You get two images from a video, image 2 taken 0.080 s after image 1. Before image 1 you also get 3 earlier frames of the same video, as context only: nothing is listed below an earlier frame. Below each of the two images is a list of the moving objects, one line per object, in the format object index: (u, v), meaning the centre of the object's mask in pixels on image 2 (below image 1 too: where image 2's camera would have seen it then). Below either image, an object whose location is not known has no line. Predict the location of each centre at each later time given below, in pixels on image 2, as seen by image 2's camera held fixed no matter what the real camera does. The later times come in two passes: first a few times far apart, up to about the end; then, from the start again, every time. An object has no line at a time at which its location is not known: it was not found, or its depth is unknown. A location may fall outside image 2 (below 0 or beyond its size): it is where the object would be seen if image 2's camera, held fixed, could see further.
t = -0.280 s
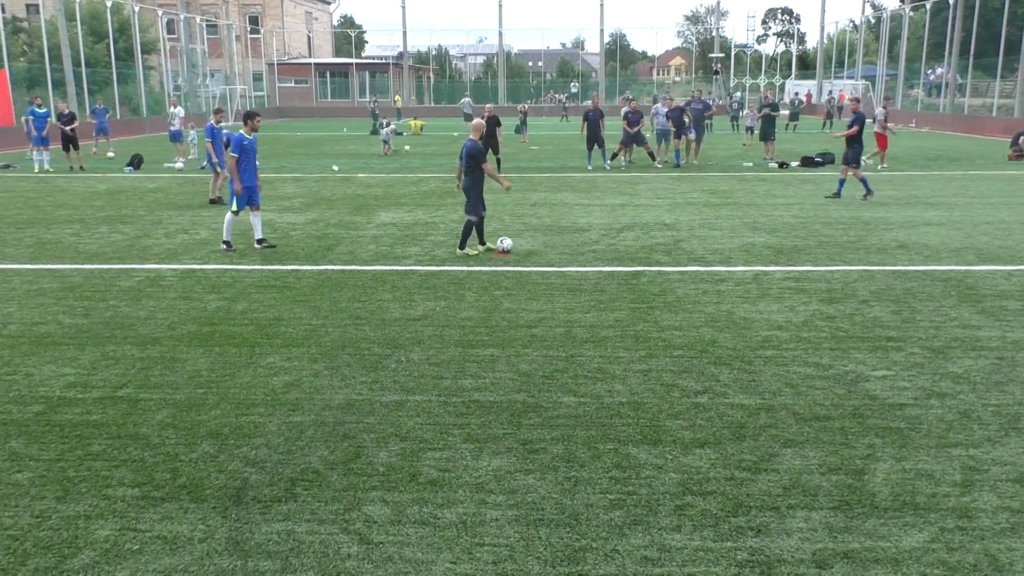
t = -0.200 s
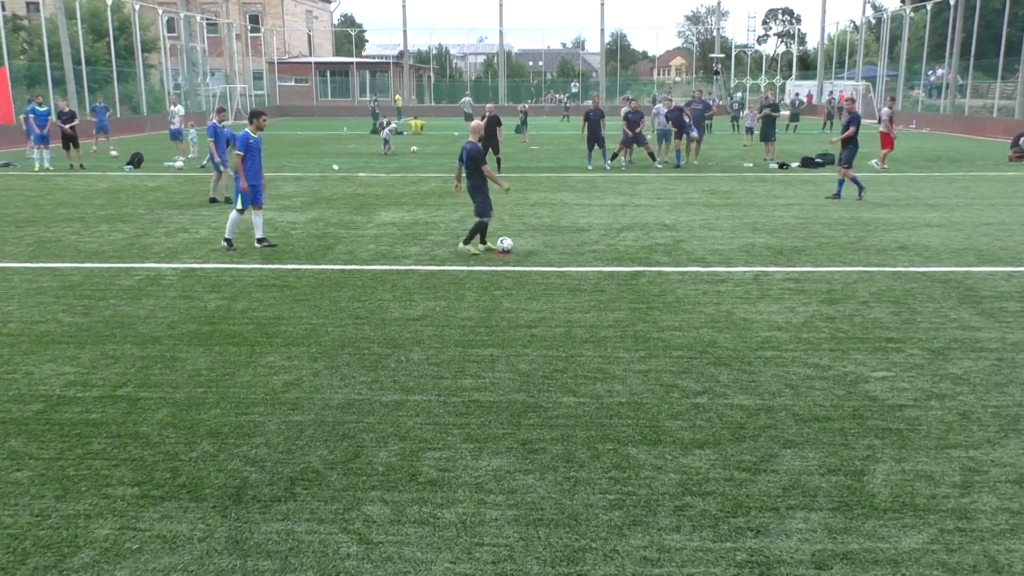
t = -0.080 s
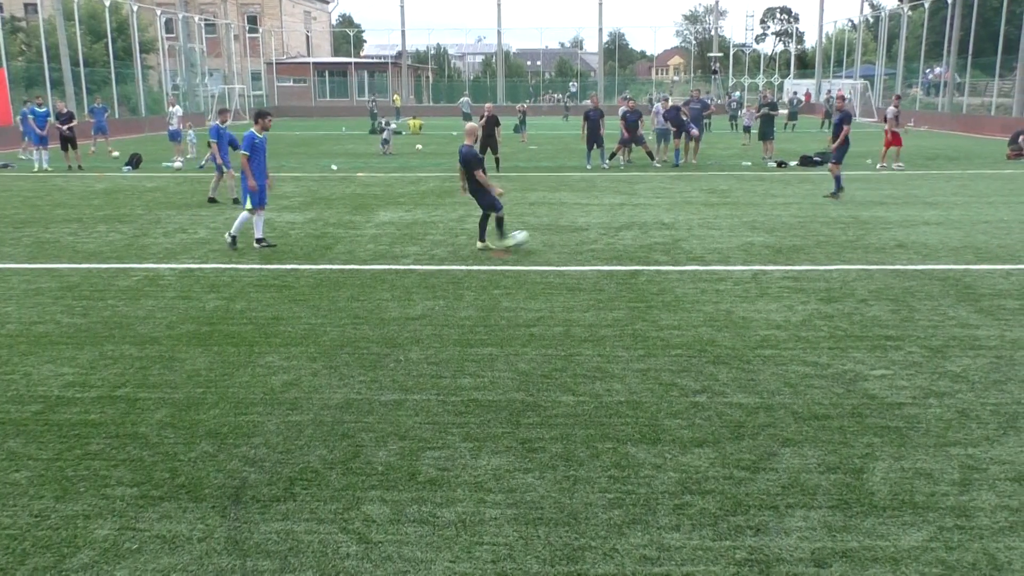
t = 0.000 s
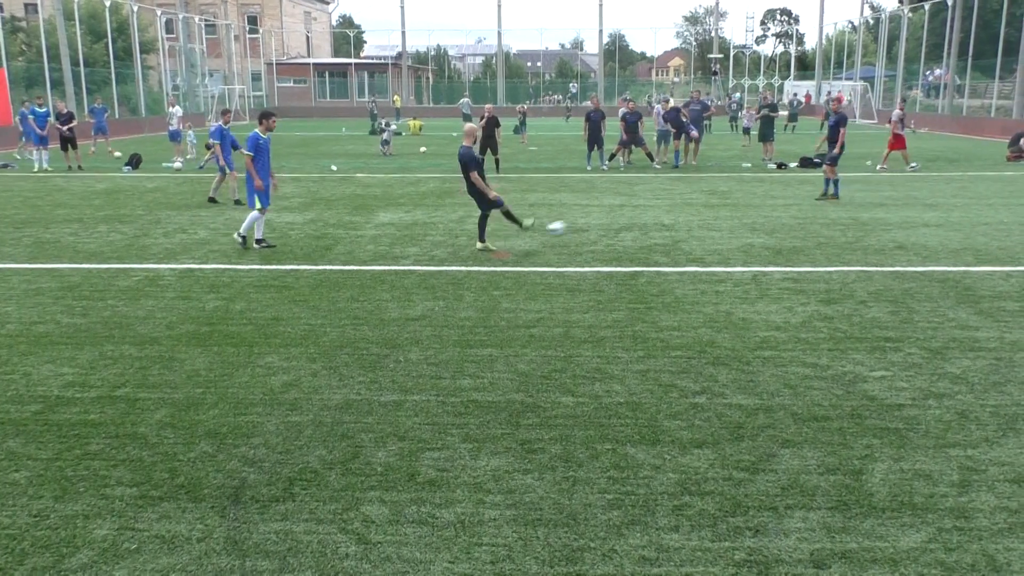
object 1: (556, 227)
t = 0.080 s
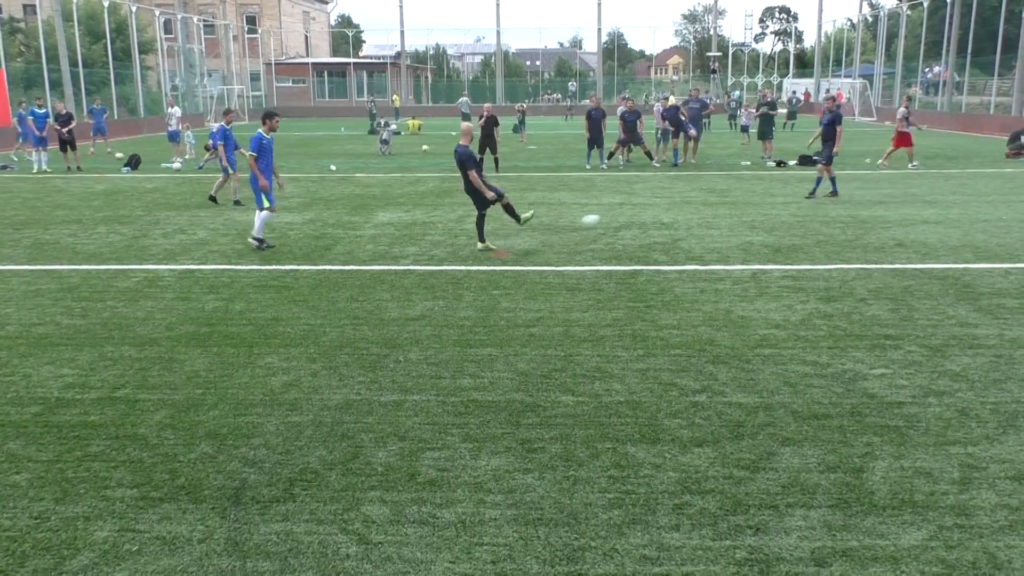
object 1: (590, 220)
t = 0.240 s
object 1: (653, 222)
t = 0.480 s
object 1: (711, 212)
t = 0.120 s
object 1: (607, 220)
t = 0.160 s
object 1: (623, 220)
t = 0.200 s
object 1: (639, 222)
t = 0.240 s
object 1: (653, 222)
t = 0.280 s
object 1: (663, 218)
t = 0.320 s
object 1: (674, 216)
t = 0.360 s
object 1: (684, 215)
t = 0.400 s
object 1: (694, 215)
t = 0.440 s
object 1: (704, 215)
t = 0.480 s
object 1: (711, 212)
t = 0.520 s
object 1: (718, 210)
